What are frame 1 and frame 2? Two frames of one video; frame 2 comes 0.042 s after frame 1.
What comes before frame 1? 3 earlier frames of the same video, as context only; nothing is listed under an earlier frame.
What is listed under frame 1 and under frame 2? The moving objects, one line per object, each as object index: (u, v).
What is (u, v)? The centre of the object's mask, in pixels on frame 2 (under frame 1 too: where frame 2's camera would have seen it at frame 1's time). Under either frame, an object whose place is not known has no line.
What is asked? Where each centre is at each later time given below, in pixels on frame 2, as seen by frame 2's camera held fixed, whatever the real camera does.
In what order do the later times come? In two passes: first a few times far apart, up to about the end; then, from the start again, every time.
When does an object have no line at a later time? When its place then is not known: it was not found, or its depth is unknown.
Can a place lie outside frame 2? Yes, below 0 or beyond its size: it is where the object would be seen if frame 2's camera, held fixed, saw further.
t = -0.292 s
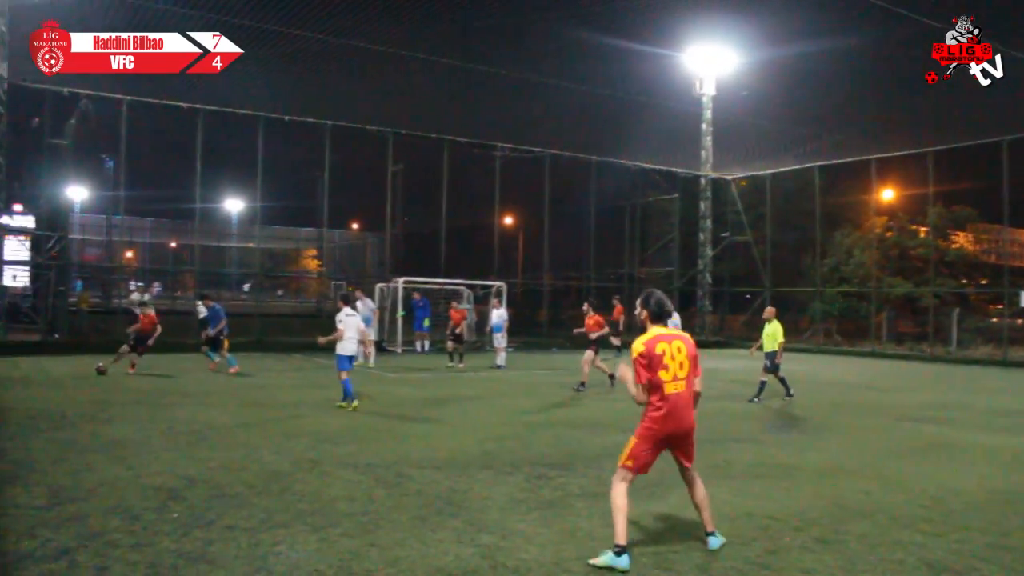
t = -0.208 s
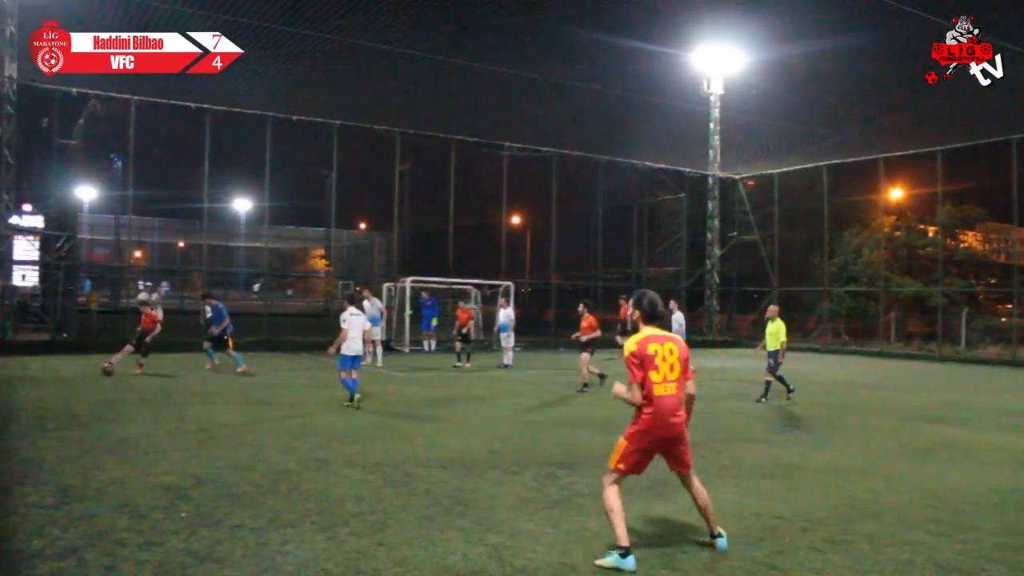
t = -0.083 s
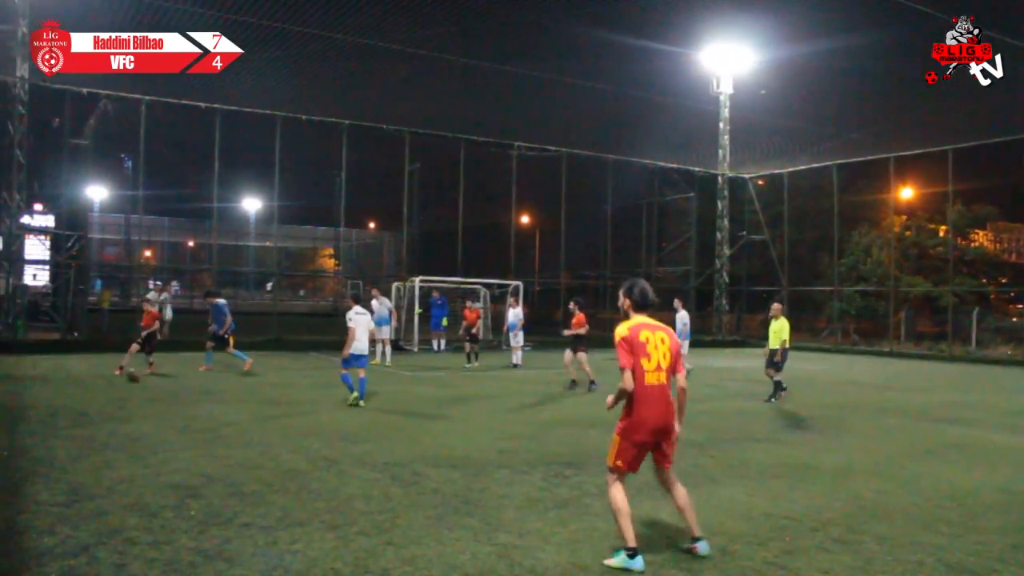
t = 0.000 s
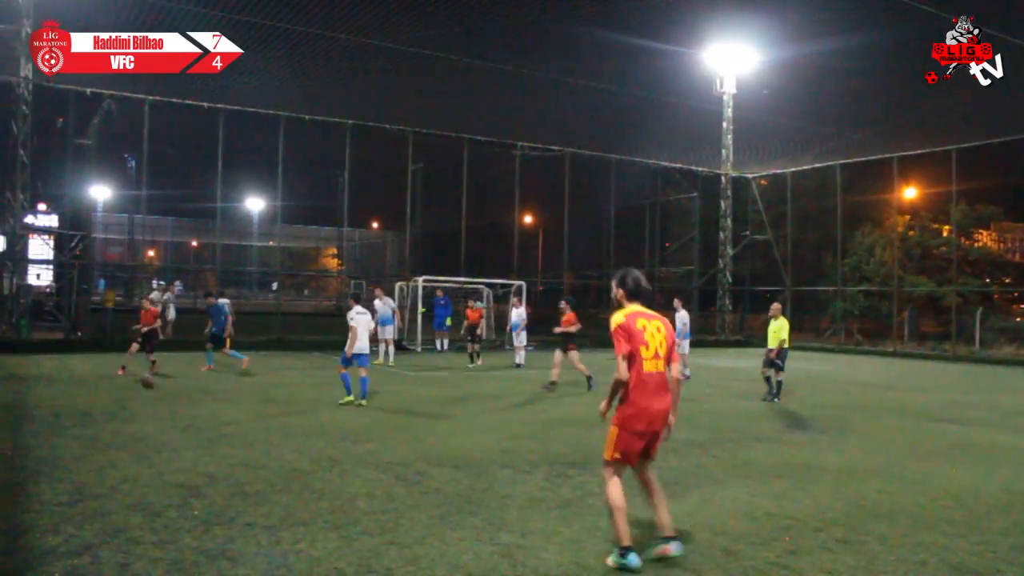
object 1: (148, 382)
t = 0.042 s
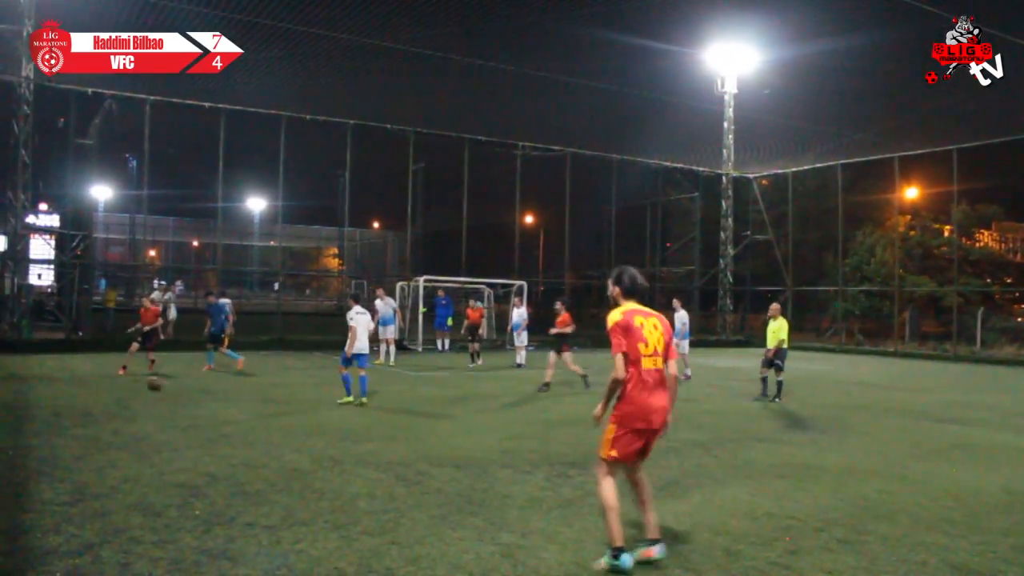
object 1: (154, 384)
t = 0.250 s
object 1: (189, 400)
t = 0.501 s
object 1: (235, 420)
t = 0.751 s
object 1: (294, 450)
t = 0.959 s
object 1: (359, 478)
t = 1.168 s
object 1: (452, 521)
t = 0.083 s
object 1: (160, 387)
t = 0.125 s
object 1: (167, 390)
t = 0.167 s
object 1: (174, 392)
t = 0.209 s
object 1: (181, 396)
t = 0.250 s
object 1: (189, 400)
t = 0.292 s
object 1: (195, 403)
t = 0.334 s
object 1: (202, 406)
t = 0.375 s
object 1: (210, 411)
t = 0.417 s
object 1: (218, 416)
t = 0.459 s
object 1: (227, 416)
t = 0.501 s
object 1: (235, 420)
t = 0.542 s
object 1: (244, 426)
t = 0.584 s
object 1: (253, 431)
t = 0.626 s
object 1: (263, 433)
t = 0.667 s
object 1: (273, 438)
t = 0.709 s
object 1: (284, 444)
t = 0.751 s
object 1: (294, 450)
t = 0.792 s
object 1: (305, 453)
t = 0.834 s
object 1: (318, 457)
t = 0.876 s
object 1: (330, 465)
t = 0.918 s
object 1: (344, 473)
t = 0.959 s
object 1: (359, 478)
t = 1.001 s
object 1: (374, 486)
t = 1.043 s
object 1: (392, 494)
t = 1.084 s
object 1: (410, 502)
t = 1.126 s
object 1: (431, 511)
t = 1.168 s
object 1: (452, 521)
